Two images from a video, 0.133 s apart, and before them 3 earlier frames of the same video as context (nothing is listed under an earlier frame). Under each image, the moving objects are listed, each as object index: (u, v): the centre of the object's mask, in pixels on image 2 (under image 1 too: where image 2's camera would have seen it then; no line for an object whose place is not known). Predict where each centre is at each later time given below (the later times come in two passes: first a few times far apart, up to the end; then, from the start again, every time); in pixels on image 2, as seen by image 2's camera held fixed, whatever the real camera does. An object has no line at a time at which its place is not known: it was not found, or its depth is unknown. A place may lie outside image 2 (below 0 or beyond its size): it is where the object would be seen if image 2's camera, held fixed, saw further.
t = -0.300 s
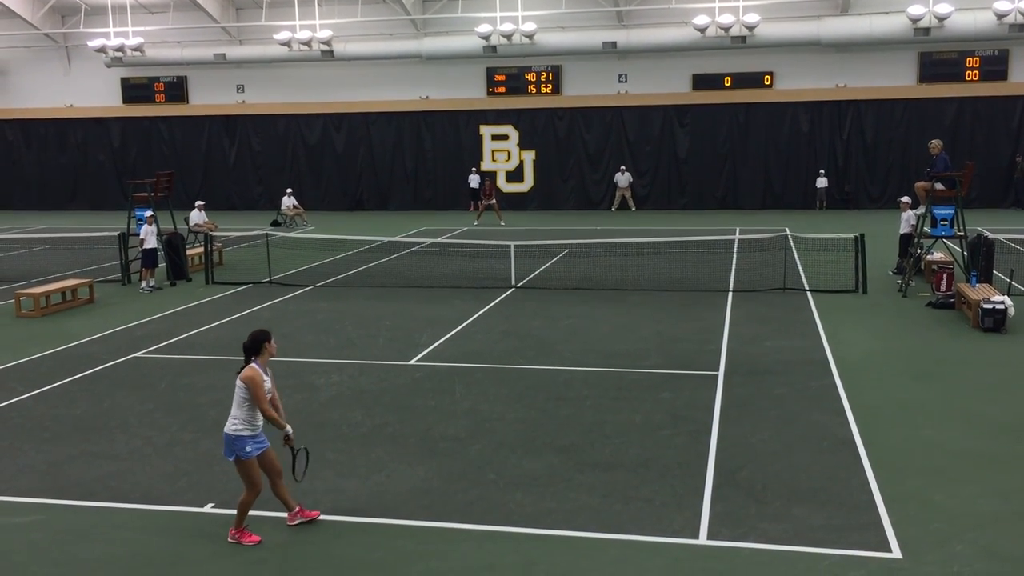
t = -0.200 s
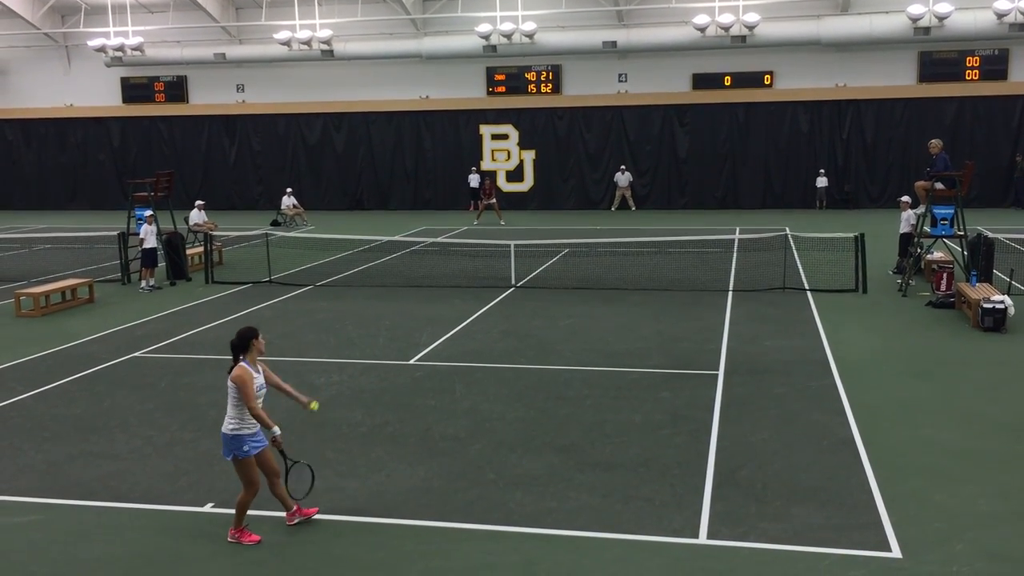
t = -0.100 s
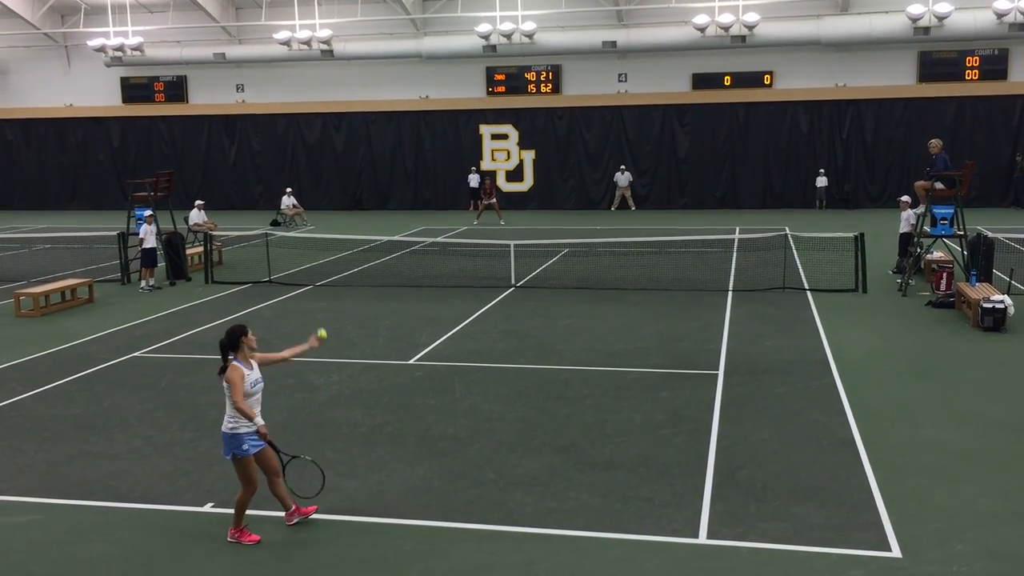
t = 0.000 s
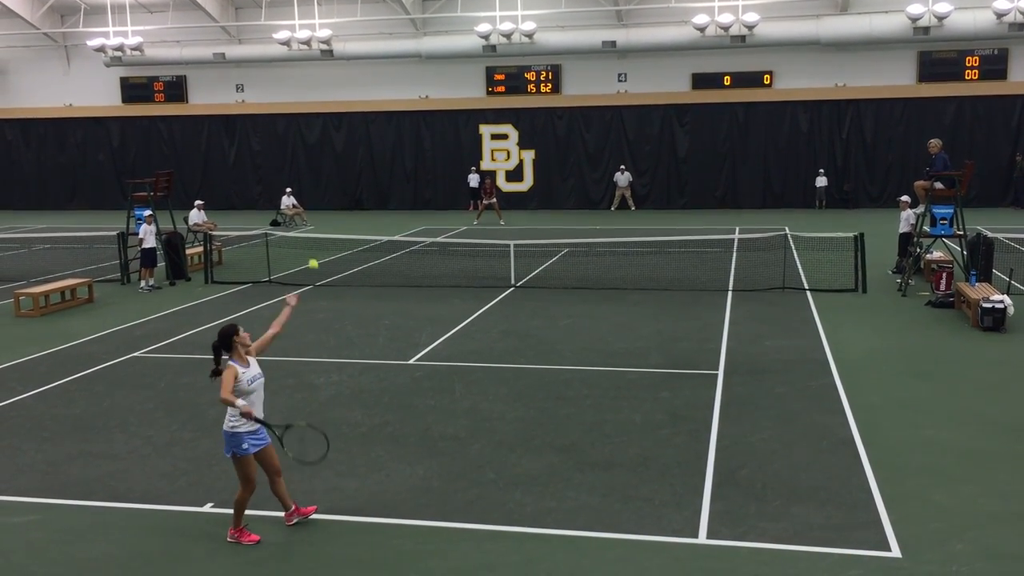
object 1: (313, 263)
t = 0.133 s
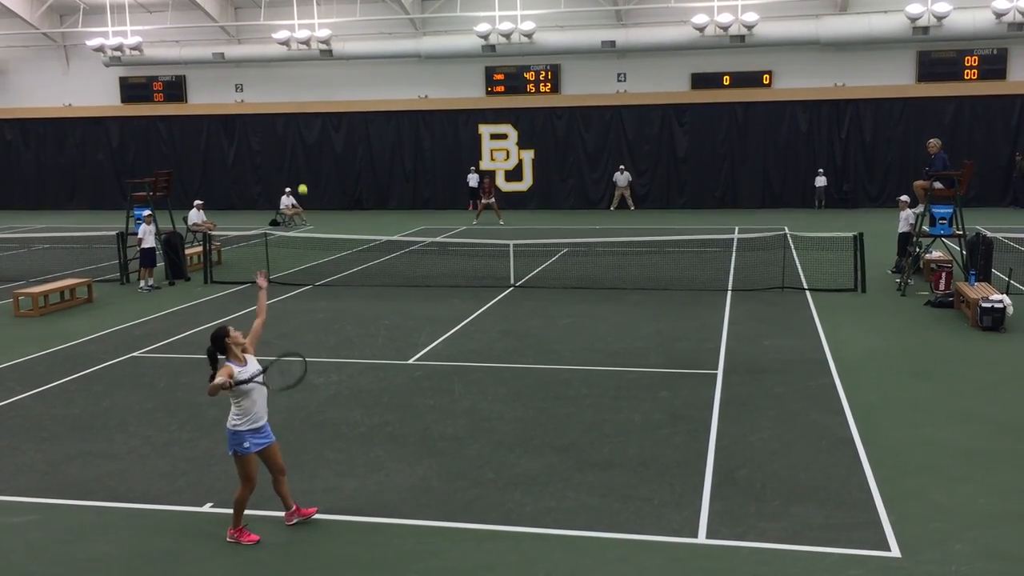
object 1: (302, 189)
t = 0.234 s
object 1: (295, 147)
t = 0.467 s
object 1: (283, 95)
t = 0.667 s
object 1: (274, 104)
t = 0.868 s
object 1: (269, 164)
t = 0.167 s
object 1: (300, 173)
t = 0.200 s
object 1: (298, 160)
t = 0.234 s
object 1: (295, 147)
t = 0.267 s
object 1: (293, 134)
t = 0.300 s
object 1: (291, 125)
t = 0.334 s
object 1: (290, 116)
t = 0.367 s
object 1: (288, 109)
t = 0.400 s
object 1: (286, 103)
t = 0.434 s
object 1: (285, 98)
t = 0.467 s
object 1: (283, 95)
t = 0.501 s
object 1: (281, 93)
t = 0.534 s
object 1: (279, 93)
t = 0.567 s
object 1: (278, 93)
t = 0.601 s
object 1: (277, 96)
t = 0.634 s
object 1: (276, 99)
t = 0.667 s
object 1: (274, 104)
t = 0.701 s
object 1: (273, 111)
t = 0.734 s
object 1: (272, 119)
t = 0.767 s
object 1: (271, 128)
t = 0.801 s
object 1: (270, 139)
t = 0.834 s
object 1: (270, 151)
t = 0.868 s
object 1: (269, 164)
